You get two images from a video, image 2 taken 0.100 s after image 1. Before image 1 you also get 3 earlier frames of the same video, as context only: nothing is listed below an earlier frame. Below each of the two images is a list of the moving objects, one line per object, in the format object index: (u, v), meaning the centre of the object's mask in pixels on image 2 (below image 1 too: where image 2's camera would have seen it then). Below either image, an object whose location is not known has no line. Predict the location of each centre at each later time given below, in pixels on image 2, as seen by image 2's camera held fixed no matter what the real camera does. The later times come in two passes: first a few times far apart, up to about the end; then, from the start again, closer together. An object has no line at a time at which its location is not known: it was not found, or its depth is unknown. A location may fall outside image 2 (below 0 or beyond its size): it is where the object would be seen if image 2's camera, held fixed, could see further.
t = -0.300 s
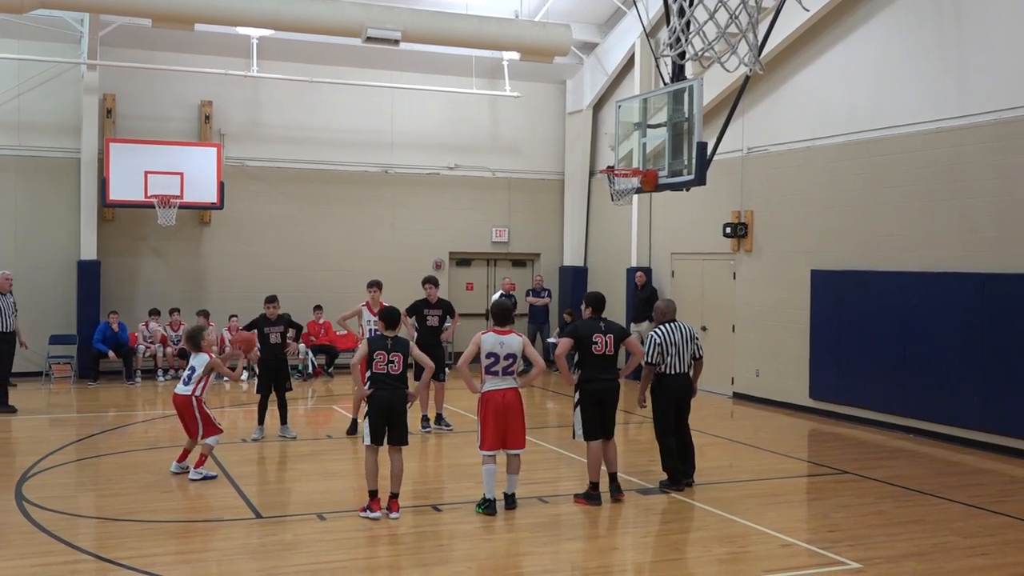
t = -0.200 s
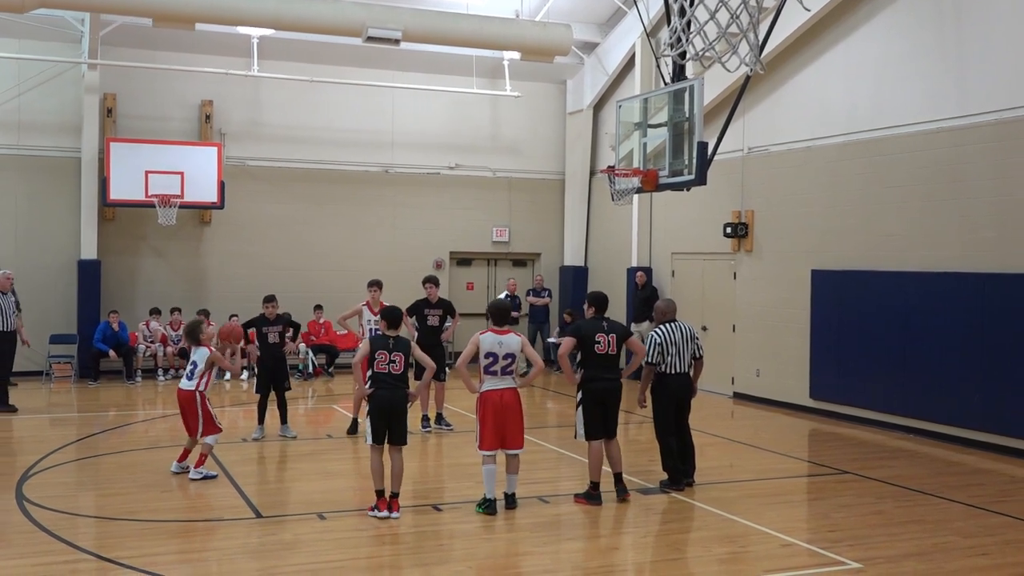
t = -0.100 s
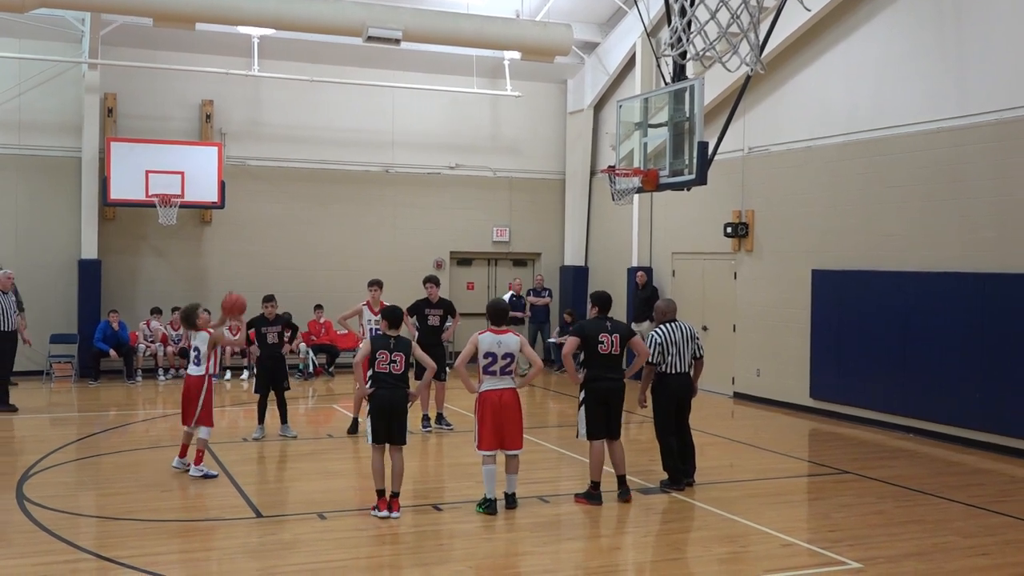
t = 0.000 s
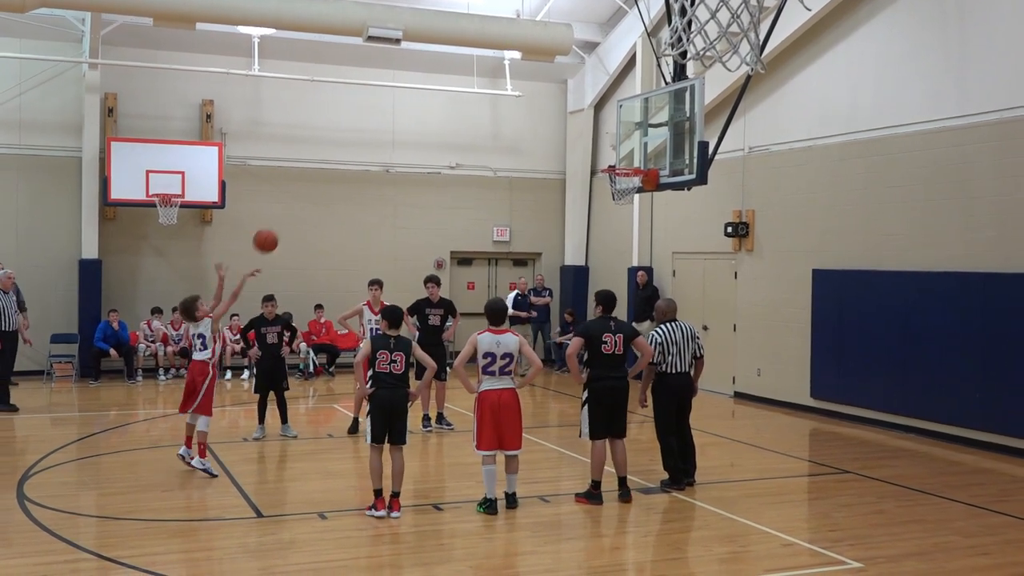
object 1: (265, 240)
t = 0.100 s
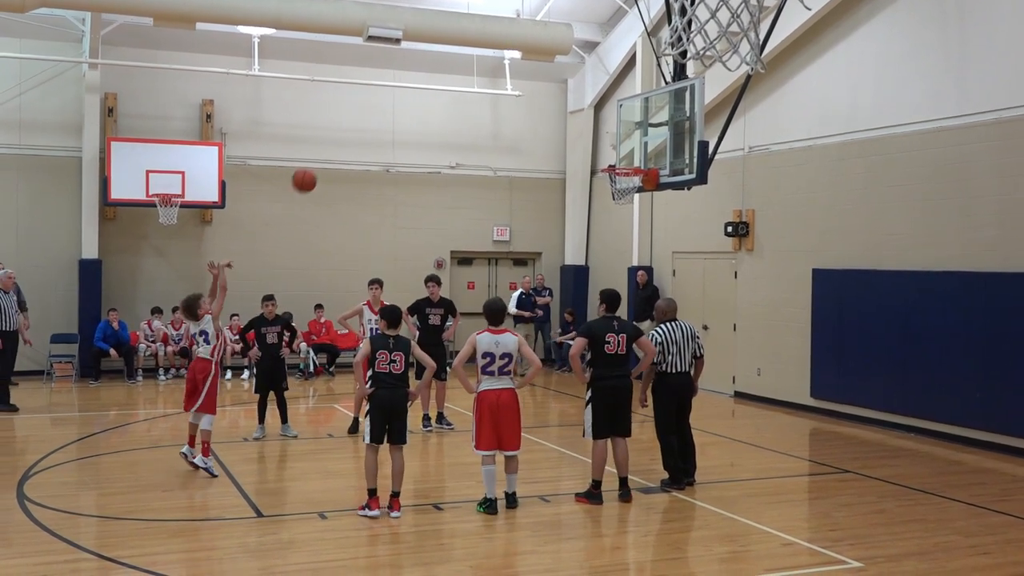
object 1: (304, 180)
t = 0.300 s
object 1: (378, 93)
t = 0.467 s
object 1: (436, 54)
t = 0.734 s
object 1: (523, 48)
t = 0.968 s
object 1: (594, 98)
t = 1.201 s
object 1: (662, 195)
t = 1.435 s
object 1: (724, 335)
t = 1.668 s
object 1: (772, 396)
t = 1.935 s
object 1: (806, 288)
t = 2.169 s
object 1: (836, 244)
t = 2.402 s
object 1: (864, 248)
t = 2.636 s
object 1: (891, 300)
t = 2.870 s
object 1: (915, 398)
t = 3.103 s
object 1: (943, 380)
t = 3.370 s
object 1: (969, 326)
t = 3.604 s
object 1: (963, 331)
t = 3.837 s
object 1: (956, 385)
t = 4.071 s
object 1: (953, 415)
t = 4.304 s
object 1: (961, 371)
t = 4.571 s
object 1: (968, 376)
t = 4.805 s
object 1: (974, 434)
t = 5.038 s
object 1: (979, 400)
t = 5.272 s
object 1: (983, 394)
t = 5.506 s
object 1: (987, 436)
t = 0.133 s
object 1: (317, 162)
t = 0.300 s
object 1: (378, 93)
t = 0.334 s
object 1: (390, 82)
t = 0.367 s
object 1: (401, 73)
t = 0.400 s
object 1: (413, 66)
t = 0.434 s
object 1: (425, 59)
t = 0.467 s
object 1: (436, 54)
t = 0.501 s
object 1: (447, 49)
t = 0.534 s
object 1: (458, 46)
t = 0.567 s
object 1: (469, 43)
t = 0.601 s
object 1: (480, 42)
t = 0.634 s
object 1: (491, 42)
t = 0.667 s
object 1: (502, 43)
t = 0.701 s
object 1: (512, 45)
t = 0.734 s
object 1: (523, 48)
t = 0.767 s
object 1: (533, 52)
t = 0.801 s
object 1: (544, 58)
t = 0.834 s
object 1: (555, 64)
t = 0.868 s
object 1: (564, 71)
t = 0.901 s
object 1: (574, 79)
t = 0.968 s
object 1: (594, 98)
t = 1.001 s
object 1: (605, 109)
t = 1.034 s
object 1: (614, 121)
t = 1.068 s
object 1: (624, 134)
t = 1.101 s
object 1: (633, 148)
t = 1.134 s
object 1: (643, 162)
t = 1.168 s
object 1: (654, 176)
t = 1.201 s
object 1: (662, 195)
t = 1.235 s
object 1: (671, 212)
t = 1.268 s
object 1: (680, 231)
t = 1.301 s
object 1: (689, 250)
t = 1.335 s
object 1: (698, 270)
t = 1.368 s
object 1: (707, 290)
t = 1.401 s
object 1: (716, 312)
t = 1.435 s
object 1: (724, 335)
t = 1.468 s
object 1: (733, 358)
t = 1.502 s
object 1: (741, 382)
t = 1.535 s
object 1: (749, 407)
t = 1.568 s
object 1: (757, 432)
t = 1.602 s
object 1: (763, 433)
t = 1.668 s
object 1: (772, 396)
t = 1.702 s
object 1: (777, 380)
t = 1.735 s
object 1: (781, 363)
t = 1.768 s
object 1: (785, 348)
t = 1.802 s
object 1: (790, 334)
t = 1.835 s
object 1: (794, 321)
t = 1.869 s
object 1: (798, 309)
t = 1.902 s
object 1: (802, 298)
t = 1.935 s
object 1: (806, 288)
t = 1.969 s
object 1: (811, 278)
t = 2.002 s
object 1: (816, 270)
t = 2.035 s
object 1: (820, 263)
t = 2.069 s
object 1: (824, 257)
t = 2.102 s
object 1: (828, 252)
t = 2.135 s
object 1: (832, 247)
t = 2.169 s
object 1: (836, 244)
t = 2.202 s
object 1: (840, 242)
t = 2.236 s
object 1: (845, 240)
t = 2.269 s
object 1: (848, 240)
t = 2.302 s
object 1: (852, 240)
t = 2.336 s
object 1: (856, 242)
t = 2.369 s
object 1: (861, 244)
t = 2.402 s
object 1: (864, 248)
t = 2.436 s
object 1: (868, 252)
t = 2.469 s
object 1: (872, 258)
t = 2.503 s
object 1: (876, 264)
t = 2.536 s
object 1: (880, 272)
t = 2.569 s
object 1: (884, 280)
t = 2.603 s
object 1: (887, 290)
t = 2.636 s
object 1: (891, 300)
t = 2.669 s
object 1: (895, 311)
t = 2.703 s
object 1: (898, 323)
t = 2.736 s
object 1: (902, 336)
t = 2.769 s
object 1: (905, 350)
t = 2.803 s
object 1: (908, 366)
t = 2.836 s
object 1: (912, 382)
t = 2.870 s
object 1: (915, 398)
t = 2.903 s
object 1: (919, 416)
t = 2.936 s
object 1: (922, 435)
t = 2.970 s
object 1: (926, 431)
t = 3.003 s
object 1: (930, 416)
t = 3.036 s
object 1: (934, 404)
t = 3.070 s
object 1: (939, 392)
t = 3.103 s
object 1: (943, 380)
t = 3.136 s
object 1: (947, 370)
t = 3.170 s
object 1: (951, 361)
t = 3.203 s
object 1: (955, 352)
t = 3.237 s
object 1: (959, 345)
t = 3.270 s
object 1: (963, 339)
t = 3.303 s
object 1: (967, 333)
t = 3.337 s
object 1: (969, 329)
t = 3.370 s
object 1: (969, 326)
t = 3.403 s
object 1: (968, 323)
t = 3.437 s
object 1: (967, 323)
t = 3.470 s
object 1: (967, 322)
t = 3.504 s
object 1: (966, 323)
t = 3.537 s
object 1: (965, 325)
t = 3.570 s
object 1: (964, 328)
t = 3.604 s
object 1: (963, 331)
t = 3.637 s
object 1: (962, 336)
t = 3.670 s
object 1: (961, 342)
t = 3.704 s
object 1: (960, 348)
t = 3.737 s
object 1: (959, 356)
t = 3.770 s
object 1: (958, 364)
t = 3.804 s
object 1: (957, 374)
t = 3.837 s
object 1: (956, 385)
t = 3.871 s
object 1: (954, 396)
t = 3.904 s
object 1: (953, 407)
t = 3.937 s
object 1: (952, 421)
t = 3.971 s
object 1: (951, 437)
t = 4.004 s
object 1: (951, 437)
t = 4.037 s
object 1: (952, 425)
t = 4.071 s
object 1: (953, 415)
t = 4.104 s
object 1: (954, 406)
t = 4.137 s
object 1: (955, 398)
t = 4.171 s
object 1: (956, 390)
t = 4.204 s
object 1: (958, 384)
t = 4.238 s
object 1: (959, 378)
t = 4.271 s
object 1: (960, 374)
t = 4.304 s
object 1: (961, 371)
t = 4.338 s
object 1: (962, 368)
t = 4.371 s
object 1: (963, 366)
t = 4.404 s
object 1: (963, 365)
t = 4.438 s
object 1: (965, 366)
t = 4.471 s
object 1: (966, 367)
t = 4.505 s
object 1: (967, 369)
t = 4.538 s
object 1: (968, 372)
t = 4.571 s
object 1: (968, 376)
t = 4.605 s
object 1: (969, 381)
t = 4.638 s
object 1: (970, 388)
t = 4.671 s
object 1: (971, 395)
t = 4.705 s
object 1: (971, 403)
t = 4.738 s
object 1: (972, 412)
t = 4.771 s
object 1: (973, 422)
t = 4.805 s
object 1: (974, 434)
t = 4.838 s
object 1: (975, 442)
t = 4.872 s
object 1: (975, 433)
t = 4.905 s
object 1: (976, 424)
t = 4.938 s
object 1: (976, 417)
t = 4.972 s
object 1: (977, 409)
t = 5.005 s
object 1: (978, 404)
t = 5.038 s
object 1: (979, 400)
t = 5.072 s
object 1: (979, 396)
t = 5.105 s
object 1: (980, 393)
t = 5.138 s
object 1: (981, 392)
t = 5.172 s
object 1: (981, 390)
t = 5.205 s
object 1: (982, 391)
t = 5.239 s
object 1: (983, 392)
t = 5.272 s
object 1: (983, 394)
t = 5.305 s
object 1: (984, 396)
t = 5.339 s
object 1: (984, 401)
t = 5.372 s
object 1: (985, 406)
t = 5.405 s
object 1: (985, 412)
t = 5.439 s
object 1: (986, 419)
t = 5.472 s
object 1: (986, 427)
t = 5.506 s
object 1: (987, 436)
